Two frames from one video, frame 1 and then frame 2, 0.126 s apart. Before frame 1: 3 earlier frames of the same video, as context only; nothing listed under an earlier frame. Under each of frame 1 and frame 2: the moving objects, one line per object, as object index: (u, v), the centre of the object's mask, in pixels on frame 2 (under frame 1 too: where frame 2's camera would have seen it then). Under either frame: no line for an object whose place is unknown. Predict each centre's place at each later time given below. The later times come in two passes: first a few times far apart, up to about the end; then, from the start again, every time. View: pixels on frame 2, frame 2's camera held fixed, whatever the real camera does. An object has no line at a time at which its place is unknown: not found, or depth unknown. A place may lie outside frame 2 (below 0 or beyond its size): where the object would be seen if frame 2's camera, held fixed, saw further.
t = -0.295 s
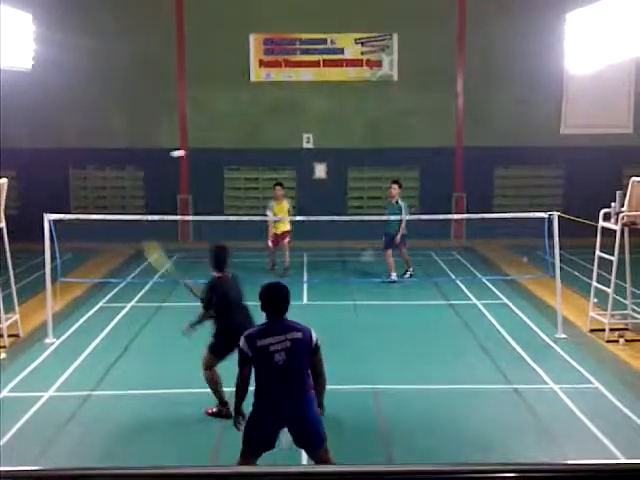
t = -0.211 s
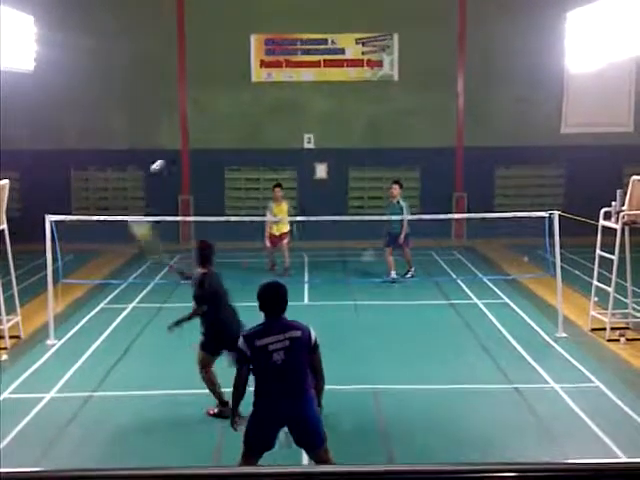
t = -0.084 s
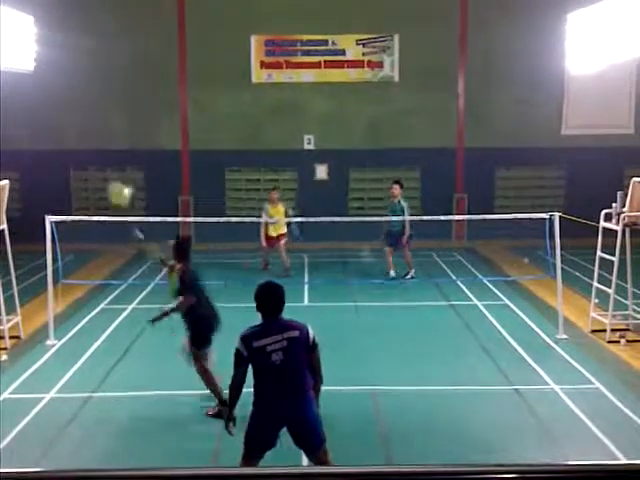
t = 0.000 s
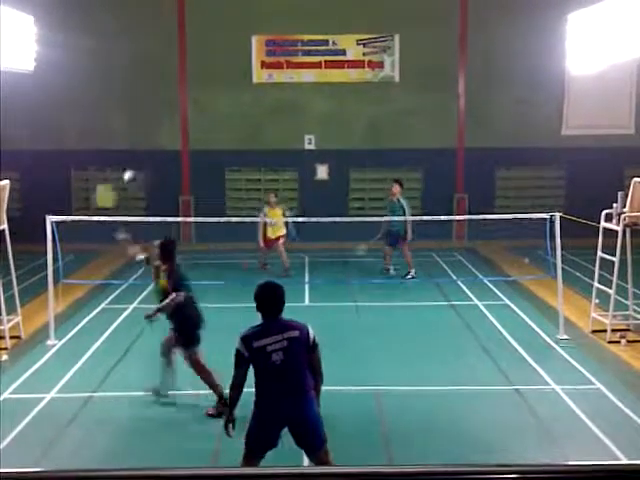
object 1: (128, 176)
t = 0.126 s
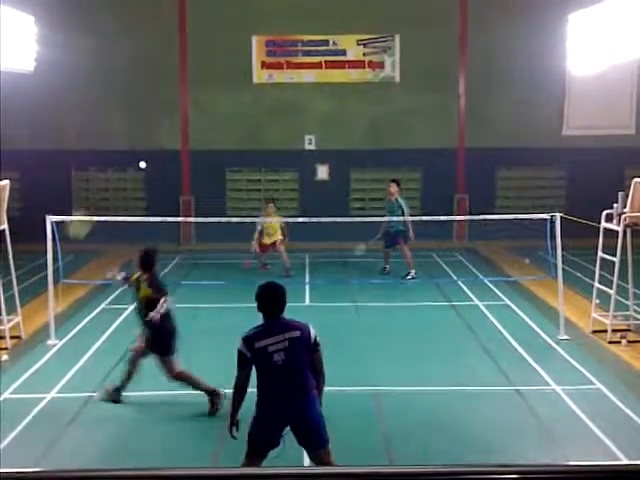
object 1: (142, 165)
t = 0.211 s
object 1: (141, 162)
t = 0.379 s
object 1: (147, 178)
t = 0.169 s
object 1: (142, 161)
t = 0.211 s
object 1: (141, 162)
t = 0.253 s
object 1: (142, 163)
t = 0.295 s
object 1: (144, 168)
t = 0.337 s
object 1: (146, 172)
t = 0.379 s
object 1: (147, 178)
